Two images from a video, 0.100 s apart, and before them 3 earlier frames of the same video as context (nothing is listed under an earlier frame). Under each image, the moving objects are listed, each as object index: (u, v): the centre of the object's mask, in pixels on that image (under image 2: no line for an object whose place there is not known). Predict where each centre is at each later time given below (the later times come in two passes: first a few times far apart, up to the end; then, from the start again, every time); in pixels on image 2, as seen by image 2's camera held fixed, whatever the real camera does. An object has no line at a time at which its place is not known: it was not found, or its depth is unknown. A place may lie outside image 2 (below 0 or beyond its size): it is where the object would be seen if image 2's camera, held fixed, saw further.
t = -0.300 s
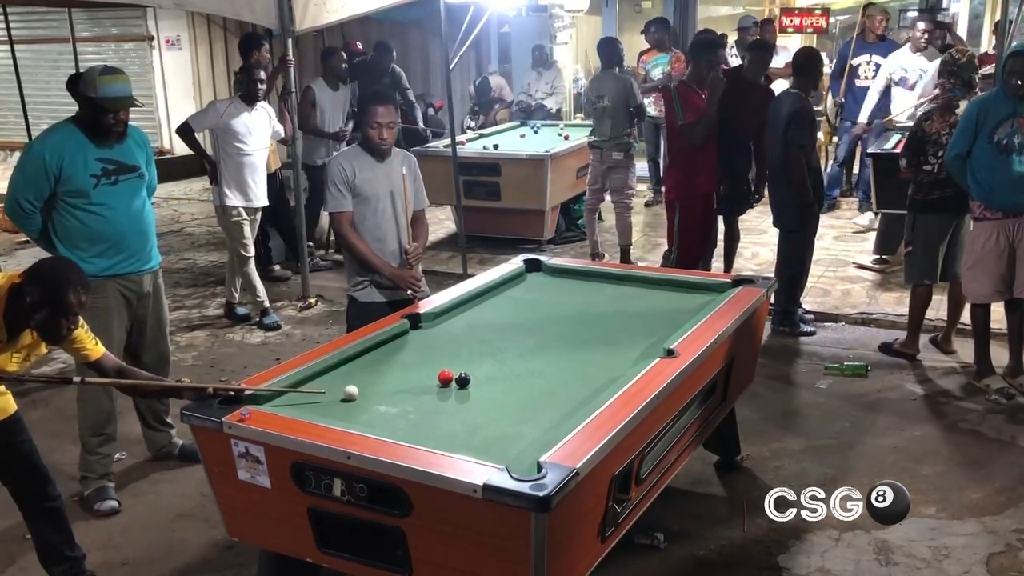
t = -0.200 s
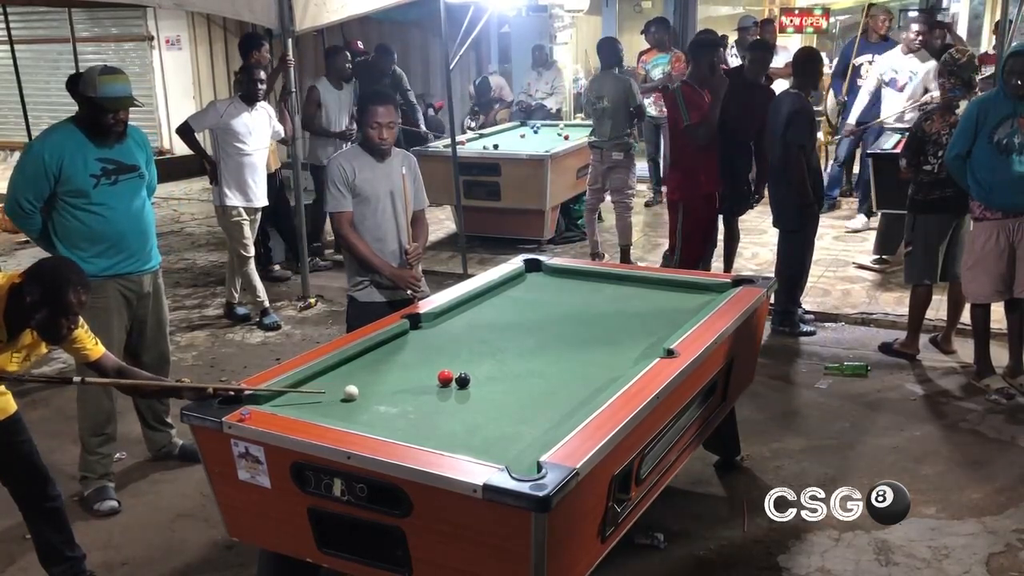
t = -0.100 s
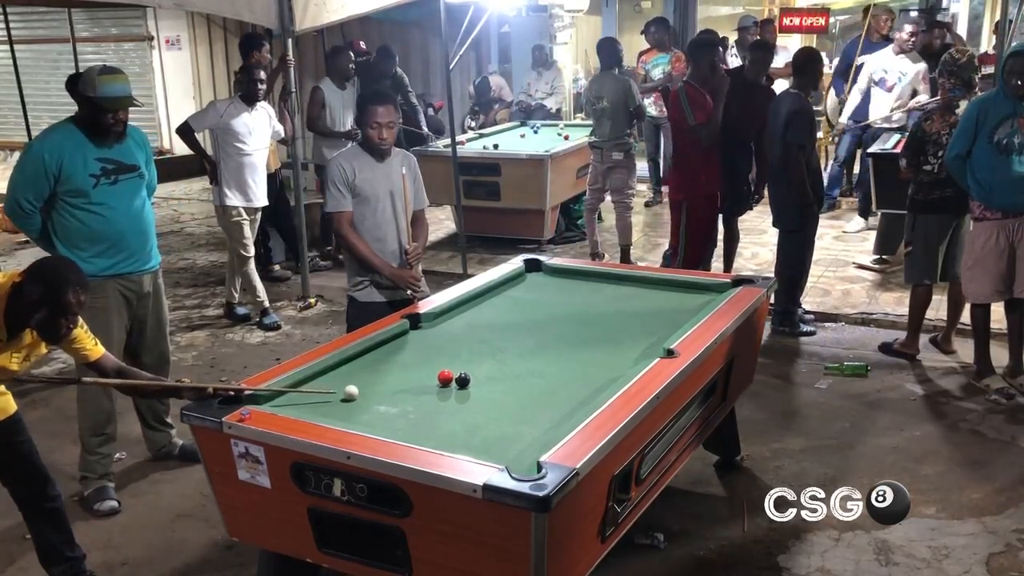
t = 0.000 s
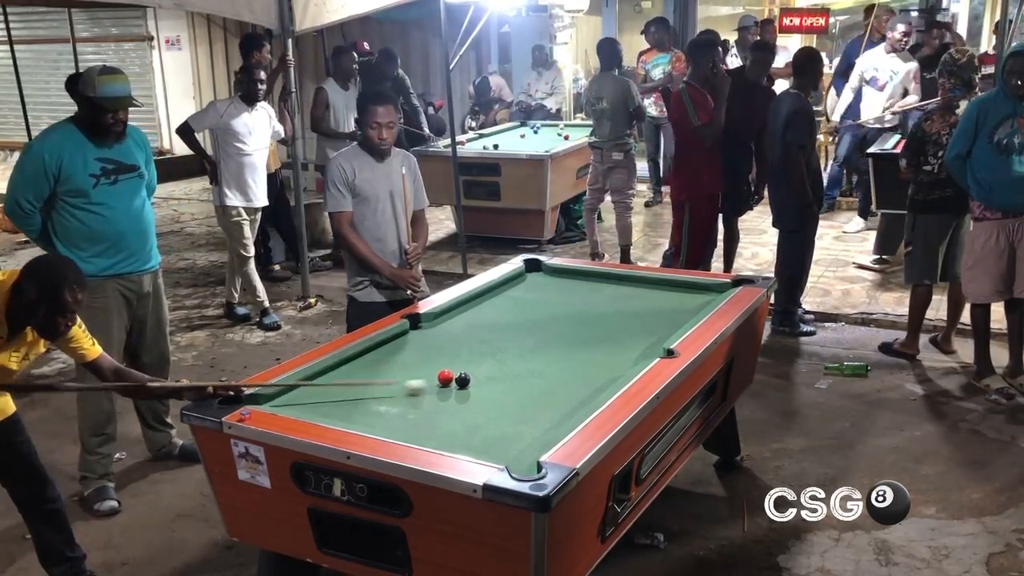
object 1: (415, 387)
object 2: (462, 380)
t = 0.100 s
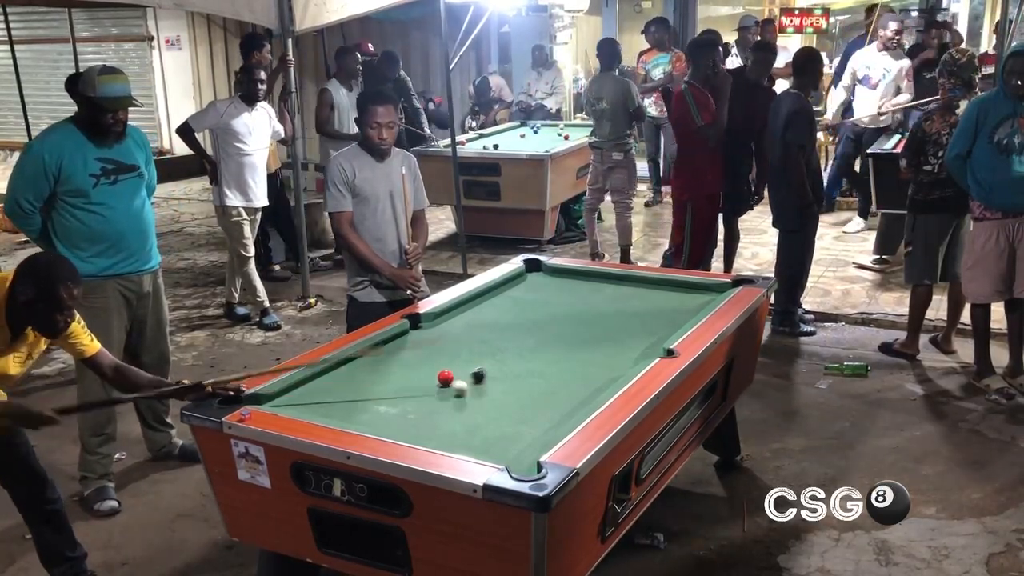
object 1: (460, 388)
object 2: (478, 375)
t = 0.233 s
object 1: (493, 397)
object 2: (513, 364)
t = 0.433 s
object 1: (548, 410)
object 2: (556, 351)
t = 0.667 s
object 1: (541, 412)
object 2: (603, 337)
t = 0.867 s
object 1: (499, 406)
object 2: (639, 326)
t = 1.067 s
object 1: (459, 401)
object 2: (672, 315)
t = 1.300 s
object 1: (416, 396)
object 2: (705, 303)
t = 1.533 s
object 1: (376, 391)
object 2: (709, 295)
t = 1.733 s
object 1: (345, 387)
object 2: (710, 289)
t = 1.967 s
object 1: (311, 383)
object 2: (705, 295)
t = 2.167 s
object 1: (319, 386)
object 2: (701, 300)
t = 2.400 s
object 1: (335, 391)
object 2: (695, 306)
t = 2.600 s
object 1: (349, 395)
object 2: (691, 310)
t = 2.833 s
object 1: (364, 400)
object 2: (686, 315)
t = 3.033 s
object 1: (376, 403)
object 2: (682, 319)
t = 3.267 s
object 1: (390, 409)
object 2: (677, 324)
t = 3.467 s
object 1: (401, 413)
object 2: (673, 327)
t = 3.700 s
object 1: (413, 417)
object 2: (669, 332)
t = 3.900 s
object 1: (422, 421)
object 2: (666, 335)
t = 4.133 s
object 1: (432, 425)
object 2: (662, 339)
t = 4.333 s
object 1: (439, 428)
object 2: (659, 342)
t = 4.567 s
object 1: (446, 432)
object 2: (656, 346)
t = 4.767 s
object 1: (452, 435)
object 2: (653, 347)
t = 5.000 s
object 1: (457, 438)
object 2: (649, 349)
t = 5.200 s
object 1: (461, 440)
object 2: (647, 350)
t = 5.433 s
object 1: (464, 442)
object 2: (645, 352)
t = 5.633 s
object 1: (466, 443)
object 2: (645, 352)
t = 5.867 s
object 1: (468, 444)
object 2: (644, 353)
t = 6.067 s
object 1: (469, 445)
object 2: (644, 353)
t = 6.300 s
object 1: (469, 445)
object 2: (644, 353)
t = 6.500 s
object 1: (469, 445)
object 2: (644, 353)
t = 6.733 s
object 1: (469, 445)
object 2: (644, 353)
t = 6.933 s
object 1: (469, 445)
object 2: (644, 353)
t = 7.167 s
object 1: (469, 445)
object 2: (644, 353)
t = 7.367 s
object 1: (468, 445)
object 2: (644, 353)
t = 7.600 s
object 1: (468, 444)
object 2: (644, 353)
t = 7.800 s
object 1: (468, 445)
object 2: (644, 353)
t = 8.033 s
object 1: (468, 445)
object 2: (644, 353)
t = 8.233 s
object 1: (469, 444)
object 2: (644, 353)
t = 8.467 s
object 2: (644, 353)
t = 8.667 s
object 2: (644, 353)
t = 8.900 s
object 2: (644, 353)
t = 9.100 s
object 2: (644, 353)
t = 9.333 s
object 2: (644, 353)
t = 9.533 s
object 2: (644, 353)
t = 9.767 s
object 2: (644, 353)
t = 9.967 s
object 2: (644, 353)
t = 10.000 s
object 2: (644, 353)
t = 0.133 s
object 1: (467, 390)
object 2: (488, 372)
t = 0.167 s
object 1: (476, 393)
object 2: (497, 369)
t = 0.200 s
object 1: (485, 395)
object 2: (505, 367)
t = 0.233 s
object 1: (493, 397)
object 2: (513, 364)
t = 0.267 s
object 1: (502, 399)
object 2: (521, 362)
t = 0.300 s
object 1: (511, 401)
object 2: (528, 360)
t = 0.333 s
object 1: (520, 403)
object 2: (535, 357)
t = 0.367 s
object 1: (529, 405)
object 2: (542, 355)
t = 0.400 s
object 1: (539, 408)
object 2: (550, 353)
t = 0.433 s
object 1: (548, 410)
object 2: (556, 351)
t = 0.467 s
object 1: (557, 412)
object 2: (563, 349)
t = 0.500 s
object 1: (566, 414)
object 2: (570, 347)
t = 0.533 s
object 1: (570, 413)
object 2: (577, 345)
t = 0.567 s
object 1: (563, 415)
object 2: (583, 343)
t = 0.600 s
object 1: (556, 414)
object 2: (590, 341)
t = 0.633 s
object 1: (549, 413)
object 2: (596, 339)
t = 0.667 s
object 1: (541, 412)
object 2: (603, 337)
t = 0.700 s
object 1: (534, 411)
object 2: (609, 335)
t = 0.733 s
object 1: (527, 410)
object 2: (615, 333)
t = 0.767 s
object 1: (520, 409)
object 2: (621, 331)
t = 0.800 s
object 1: (513, 408)
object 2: (627, 330)
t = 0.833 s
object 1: (506, 408)
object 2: (633, 328)
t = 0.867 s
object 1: (499, 406)
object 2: (639, 326)
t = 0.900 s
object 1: (492, 406)
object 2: (645, 324)
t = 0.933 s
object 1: (485, 405)
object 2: (650, 322)
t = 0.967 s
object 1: (479, 404)
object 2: (656, 321)
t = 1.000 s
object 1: (472, 403)
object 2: (661, 319)
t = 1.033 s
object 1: (466, 403)
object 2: (667, 318)
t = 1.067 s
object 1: (459, 401)
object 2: (672, 315)
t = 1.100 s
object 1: (453, 401)
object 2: (678, 314)
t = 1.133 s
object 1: (446, 400)
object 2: (683, 313)
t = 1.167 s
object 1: (440, 399)
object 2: (688, 311)
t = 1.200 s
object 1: (434, 399)
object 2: (693, 310)
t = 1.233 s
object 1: (428, 398)
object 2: (697, 308)
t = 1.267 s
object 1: (422, 397)
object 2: (702, 305)
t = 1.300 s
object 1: (416, 396)
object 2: (705, 303)
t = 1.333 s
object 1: (410, 396)
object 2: (705, 302)
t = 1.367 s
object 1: (405, 395)
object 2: (706, 301)
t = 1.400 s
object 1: (399, 394)
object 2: (707, 300)
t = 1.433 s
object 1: (393, 394)
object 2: (707, 298)
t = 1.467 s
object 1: (388, 393)
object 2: (708, 297)
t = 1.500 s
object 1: (382, 392)
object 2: (709, 296)
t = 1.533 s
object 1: (376, 391)
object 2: (709, 295)
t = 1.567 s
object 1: (371, 391)
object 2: (710, 293)
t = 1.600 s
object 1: (366, 390)
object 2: (709, 291)
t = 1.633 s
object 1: (361, 389)
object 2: (710, 290)
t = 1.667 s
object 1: (356, 388)
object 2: (711, 289)
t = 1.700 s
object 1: (350, 388)
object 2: (711, 288)
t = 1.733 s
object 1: (345, 387)
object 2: (710, 289)
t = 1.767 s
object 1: (340, 387)
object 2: (709, 290)
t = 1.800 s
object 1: (335, 386)
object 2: (708, 291)
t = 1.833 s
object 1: (330, 385)
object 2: (708, 292)
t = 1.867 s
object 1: (325, 385)
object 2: (707, 292)
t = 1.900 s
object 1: (320, 385)
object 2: (706, 294)
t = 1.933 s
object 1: (316, 384)
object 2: (706, 294)
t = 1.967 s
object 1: (311, 383)
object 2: (705, 295)
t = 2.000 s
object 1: (307, 383)
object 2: (704, 296)
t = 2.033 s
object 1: (308, 383)
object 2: (703, 297)
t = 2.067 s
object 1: (311, 384)
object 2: (703, 297)
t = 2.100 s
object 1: (313, 385)
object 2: (702, 299)
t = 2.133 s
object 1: (316, 385)
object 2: (701, 299)
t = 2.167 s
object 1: (319, 386)
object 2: (701, 300)
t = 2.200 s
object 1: (321, 387)
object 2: (700, 301)
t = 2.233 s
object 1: (323, 387)
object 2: (699, 301)
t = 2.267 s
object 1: (326, 388)
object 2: (698, 302)
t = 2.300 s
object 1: (328, 389)
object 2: (698, 303)
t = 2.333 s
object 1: (330, 390)
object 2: (697, 304)
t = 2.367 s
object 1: (333, 390)
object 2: (696, 305)
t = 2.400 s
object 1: (335, 391)
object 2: (695, 306)
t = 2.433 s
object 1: (337, 392)
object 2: (695, 307)
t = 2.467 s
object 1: (340, 392)
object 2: (694, 307)
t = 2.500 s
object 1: (342, 393)
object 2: (693, 308)
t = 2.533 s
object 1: (344, 394)
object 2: (692, 309)
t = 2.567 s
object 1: (347, 394)
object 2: (692, 309)
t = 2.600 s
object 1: (349, 395)
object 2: (691, 310)
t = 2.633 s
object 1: (351, 396)
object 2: (690, 311)
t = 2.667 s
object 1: (353, 397)
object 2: (689, 312)
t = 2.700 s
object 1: (355, 397)
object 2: (689, 313)
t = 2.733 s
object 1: (358, 398)
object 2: (688, 313)
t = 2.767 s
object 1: (360, 399)
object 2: (687, 314)
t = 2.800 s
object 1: (362, 399)
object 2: (687, 315)
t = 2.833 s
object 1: (364, 400)
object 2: (686, 315)
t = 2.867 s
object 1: (366, 401)
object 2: (685, 316)
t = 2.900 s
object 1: (368, 401)
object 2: (684, 317)
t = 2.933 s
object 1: (370, 402)
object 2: (684, 317)
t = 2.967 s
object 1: (372, 402)
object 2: (683, 318)
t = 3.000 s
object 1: (374, 403)
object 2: (682, 319)
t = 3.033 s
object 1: (376, 403)
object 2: (682, 319)
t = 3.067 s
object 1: (378, 405)
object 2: (681, 320)
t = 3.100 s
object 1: (380, 405)
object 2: (680, 321)
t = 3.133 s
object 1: (382, 406)
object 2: (680, 321)
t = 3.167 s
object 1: (384, 406)
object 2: (679, 322)
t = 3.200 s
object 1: (386, 407)
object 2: (678, 322)
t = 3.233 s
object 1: (388, 408)
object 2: (678, 323)
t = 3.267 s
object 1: (390, 409)
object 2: (677, 324)
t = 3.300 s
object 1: (392, 409)
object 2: (676, 325)
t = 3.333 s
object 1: (393, 410)
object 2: (676, 325)
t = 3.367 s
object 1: (395, 411)
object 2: (675, 326)
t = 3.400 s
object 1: (397, 411)
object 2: (674, 326)
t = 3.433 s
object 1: (399, 412)
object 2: (674, 327)
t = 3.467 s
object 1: (401, 413)
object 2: (673, 327)
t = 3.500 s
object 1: (403, 413)
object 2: (672, 328)
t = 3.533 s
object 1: (404, 414)
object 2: (672, 329)
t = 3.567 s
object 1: (406, 414)
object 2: (671, 329)
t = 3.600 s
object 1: (408, 415)
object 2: (670, 330)
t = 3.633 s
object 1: (409, 416)
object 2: (670, 330)
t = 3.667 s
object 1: (411, 416)
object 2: (669, 331)
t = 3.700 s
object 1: (413, 417)
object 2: (669, 332)
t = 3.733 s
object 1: (414, 418)
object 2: (668, 332)
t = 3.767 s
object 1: (416, 418)
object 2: (668, 332)
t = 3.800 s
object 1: (418, 419)
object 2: (667, 333)
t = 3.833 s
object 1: (419, 419)
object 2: (667, 334)
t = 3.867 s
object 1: (421, 420)
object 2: (666, 334)
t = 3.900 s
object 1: (422, 421)
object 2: (666, 335)
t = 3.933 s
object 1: (424, 421)
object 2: (665, 335)
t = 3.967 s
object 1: (425, 422)
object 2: (664, 336)
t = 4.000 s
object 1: (426, 423)
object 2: (664, 337)
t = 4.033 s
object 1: (428, 423)
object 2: (663, 337)
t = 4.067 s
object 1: (429, 424)
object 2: (663, 338)
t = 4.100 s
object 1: (430, 424)
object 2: (662, 338)
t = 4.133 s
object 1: (432, 425)
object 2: (662, 339)
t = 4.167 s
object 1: (433, 425)
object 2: (661, 339)
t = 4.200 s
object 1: (434, 426)
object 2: (661, 340)
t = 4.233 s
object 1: (436, 427)
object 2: (660, 341)
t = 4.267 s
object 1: (437, 427)
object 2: (660, 341)
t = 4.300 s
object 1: (438, 428)
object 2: (659, 342)
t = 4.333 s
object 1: (439, 428)
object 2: (659, 342)
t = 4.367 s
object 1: (440, 429)
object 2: (658, 343)
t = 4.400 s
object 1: (441, 429)
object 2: (658, 343)
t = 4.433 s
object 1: (443, 430)
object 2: (657, 344)
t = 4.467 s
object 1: (444, 431)
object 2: (657, 344)
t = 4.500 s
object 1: (444, 431)
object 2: (656, 345)
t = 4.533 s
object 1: (446, 432)
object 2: (656, 345)
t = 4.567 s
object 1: (446, 432)
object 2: (656, 346)
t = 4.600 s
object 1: (447, 433)
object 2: (655, 346)
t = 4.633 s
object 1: (448, 433)
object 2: (655, 346)
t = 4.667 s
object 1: (449, 434)
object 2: (654, 347)
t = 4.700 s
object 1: (450, 434)
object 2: (654, 347)
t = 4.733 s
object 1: (451, 435)
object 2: (653, 347)
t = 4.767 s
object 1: (452, 435)
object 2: (653, 347)
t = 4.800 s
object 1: (452, 436)
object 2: (652, 347)
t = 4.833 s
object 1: (453, 436)
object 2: (652, 348)
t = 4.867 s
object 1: (454, 436)
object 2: (651, 348)
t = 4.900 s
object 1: (455, 437)
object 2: (651, 348)
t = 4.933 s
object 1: (456, 437)
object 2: (650, 348)
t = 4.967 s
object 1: (456, 438)
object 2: (650, 349)
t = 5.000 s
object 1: (457, 438)
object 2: (649, 349)
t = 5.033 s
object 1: (458, 438)
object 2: (649, 349)
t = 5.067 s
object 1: (459, 439)
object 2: (648, 349)
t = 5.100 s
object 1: (460, 439)
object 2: (648, 350)
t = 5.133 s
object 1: (460, 439)
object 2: (648, 350)
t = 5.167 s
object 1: (461, 440)
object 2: (647, 350)
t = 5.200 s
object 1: (461, 440)
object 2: (647, 350)
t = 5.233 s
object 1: (462, 440)
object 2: (646, 351)
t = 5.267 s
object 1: (462, 441)
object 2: (646, 351)
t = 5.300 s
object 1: (463, 441)
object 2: (646, 351)
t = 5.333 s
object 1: (463, 441)
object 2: (646, 351)
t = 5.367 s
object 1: (463, 441)
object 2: (645, 351)
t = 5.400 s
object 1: (464, 442)
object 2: (645, 351)
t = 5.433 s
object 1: (464, 442)
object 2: (645, 352)
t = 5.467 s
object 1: (465, 442)
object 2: (645, 352)
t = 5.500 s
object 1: (465, 442)
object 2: (645, 352)
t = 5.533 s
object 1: (466, 442)
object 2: (645, 352)
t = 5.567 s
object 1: (466, 443)
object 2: (645, 352)
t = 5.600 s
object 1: (466, 443)
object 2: (645, 352)
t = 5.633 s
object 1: (466, 443)
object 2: (645, 352)
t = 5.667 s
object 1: (467, 443)
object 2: (645, 353)
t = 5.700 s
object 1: (467, 444)
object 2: (645, 353)
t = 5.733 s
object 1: (467, 444)
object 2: (644, 353)
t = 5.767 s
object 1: (468, 444)
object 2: (644, 353)
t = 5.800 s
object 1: (468, 444)
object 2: (644, 353)
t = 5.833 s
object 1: (468, 444)
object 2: (644, 353)
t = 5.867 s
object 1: (468, 444)
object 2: (644, 353)
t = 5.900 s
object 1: (468, 444)
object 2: (644, 353)
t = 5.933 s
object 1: (469, 445)
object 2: (644, 353)
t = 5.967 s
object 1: (469, 445)
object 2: (643, 353)
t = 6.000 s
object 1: (469, 445)
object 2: (643, 353)
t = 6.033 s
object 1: (469, 445)
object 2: (644, 353)
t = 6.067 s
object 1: (469, 445)
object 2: (644, 353)
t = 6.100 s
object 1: (469, 445)
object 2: (644, 353)
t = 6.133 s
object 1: (469, 445)
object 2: (644, 353)
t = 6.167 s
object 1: (469, 445)
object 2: (644, 353)
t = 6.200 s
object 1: (469, 445)
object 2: (644, 353)
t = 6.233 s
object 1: (469, 445)
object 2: (644, 353)
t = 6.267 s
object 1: (469, 445)
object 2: (644, 353)
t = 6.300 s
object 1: (469, 445)
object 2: (644, 353)
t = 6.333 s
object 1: (469, 445)
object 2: (644, 353)
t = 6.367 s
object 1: (469, 445)
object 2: (644, 353)
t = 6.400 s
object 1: (469, 445)
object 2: (644, 353)
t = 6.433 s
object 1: (469, 445)
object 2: (644, 353)
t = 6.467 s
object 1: (469, 445)
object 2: (644, 353)
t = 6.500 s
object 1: (469, 445)
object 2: (644, 353)
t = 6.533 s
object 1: (469, 445)
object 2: (644, 353)
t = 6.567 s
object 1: (469, 445)
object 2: (644, 353)
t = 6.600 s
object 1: (469, 445)
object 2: (644, 353)
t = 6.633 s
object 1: (469, 445)
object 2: (644, 353)
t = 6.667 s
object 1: (469, 445)
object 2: (644, 353)
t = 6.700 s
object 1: (469, 444)
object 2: (644, 353)
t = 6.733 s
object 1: (469, 445)
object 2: (644, 353)
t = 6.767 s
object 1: (469, 445)
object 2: (644, 353)
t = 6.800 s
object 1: (469, 445)
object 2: (644, 353)
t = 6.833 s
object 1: (469, 445)
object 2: (644, 353)
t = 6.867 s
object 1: (469, 445)
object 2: (644, 353)
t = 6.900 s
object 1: (469, 445)
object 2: (644, 353)
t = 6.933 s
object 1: (469, 445)
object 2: (644, 353)
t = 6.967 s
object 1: (469, 445)
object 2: (644, 353)
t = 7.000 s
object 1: (469, 445)
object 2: (644, 353)
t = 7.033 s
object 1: (469, 445)
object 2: (644, 353)
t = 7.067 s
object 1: (469, 445)
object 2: (643, 353)
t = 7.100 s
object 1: (469, 445)
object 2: (644, 353)
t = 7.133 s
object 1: (469, 445)
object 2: (644, 353)
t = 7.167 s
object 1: (469, 445)
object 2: (644, 353)
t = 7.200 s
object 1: (469, 445)
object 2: (644, 353)
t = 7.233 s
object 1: (469, 445)
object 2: (644, 353)
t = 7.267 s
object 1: (469, 445)
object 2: (644, 353)
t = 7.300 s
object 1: (469, 444)
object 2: (644, 353)
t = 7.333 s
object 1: (469, 445)
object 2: (644, 353)
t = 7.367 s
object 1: (468, 445)
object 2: (644, 353)
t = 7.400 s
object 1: (469, 445)
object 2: (644, 353)
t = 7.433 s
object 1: (468, 444)
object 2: (644, 353)
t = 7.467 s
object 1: (468, 445)
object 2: (644, 353)
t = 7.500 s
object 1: (468, 444)
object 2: (644, 353)
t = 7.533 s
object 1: (468, 445)
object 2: (644, 353)
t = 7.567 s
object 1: (468, 445)
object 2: (644, 353)
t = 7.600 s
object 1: (468, 444)
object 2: (644, 353)
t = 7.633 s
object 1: (468, 445)
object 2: (644, 353)
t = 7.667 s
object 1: (468, 444)
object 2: (644, 353)
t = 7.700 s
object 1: (468, 445)
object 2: (644, 353)
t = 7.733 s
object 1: (468, 445)
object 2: (644, 353)
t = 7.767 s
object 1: (468, 445)
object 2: (644, 353)
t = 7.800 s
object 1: (468, 445)
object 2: (644, 353)
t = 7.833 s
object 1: (468, 445)
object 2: (644, 353)
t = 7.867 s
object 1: (468, 444)
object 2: (644, 353)
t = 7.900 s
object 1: (468, 445)
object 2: (643, 353)
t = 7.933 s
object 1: (468, 445)
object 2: (644, 353)
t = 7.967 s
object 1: (468, 444)
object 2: (644, 353)
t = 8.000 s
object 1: (468, 445)
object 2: (644, 353)
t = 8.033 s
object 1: (468, 445)
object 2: (644, 353)
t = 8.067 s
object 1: (468, 445)
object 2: (643, 353)
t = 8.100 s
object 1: (468, 444)
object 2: (644, 353)
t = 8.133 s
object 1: (469, 444)
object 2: (644, 353)
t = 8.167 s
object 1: (469, 444)
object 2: (644, 353)
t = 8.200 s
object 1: (469, 444)
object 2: (643, 353)
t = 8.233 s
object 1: (469, 444)
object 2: (644, 353)
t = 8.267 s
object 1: (468, 444)
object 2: (644, 353)
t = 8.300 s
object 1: (469, 444)
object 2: (644, 353)
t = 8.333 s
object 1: (469, 444)
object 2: (644, 353)
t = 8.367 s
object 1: (469, 445)
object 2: (643, 353)
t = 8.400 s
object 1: (471, 445)
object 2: (643, 353)
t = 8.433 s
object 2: (644, 353)
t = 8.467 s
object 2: (644, 353)
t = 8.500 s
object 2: (644, 353)
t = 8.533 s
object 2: (644, 353)
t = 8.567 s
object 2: (644, 353)
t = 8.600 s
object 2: (644, 353)
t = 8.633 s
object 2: (644, 353)
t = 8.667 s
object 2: (644, 353)
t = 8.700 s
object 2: (644, 353)
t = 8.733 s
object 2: (644, 353)
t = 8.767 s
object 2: (644, 353)
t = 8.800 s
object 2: (644, 353)
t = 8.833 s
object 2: (643, 353)
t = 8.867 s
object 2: (644, 353)
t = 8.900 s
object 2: (644, 353)
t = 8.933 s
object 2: (644, 353)
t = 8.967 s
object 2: (644, 353)
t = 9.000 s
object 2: (644, 353)
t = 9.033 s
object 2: (644, 353)
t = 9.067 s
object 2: (644, 353)
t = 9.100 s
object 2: (644, 353)
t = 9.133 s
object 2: (644, 353)
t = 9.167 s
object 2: (644, 353)
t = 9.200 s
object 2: (644, 353)
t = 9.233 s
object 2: (644, 353)
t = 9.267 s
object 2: (644, 353)
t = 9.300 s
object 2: (644, 353)
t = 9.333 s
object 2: (644, 353)
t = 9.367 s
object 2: (644, 353)
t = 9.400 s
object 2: (644, 353)
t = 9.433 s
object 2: (644, 353)
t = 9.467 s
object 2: (644, 353)
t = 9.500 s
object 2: (644, 353)
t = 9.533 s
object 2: (644, 353)
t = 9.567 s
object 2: (644, 353)
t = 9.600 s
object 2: (644, 353)
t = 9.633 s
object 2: (644, 353)
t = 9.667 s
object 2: (644, 353)
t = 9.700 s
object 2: (644, 353)
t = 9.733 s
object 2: (644, 353)
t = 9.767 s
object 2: (644, 353)
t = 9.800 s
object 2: (644, 353)
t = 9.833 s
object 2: (644, 353)
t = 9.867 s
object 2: (644, 353)
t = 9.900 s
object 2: (644, 353)
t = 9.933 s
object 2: (644, 353)
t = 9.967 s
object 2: (644, 353)
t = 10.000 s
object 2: (644, 353)
